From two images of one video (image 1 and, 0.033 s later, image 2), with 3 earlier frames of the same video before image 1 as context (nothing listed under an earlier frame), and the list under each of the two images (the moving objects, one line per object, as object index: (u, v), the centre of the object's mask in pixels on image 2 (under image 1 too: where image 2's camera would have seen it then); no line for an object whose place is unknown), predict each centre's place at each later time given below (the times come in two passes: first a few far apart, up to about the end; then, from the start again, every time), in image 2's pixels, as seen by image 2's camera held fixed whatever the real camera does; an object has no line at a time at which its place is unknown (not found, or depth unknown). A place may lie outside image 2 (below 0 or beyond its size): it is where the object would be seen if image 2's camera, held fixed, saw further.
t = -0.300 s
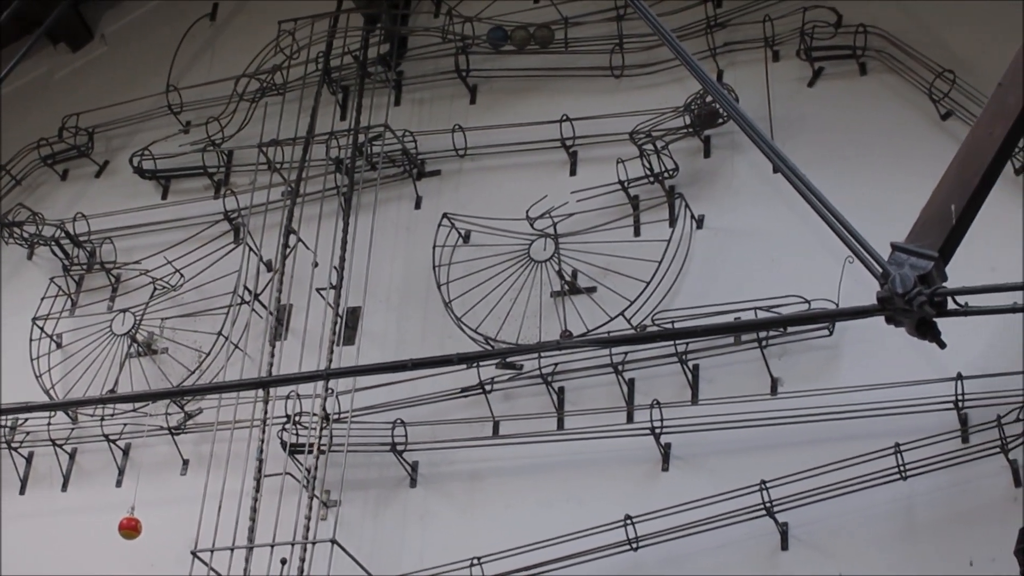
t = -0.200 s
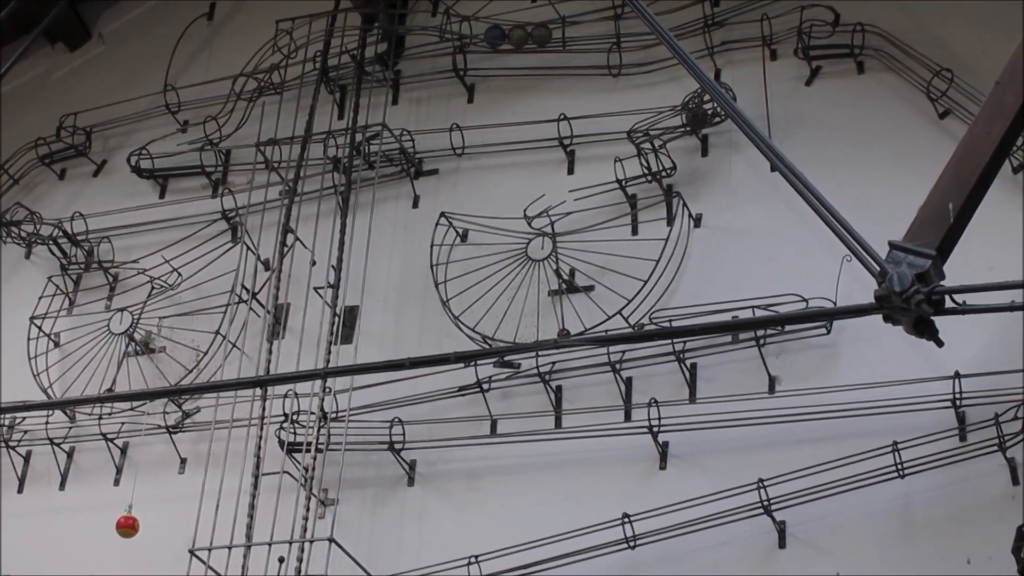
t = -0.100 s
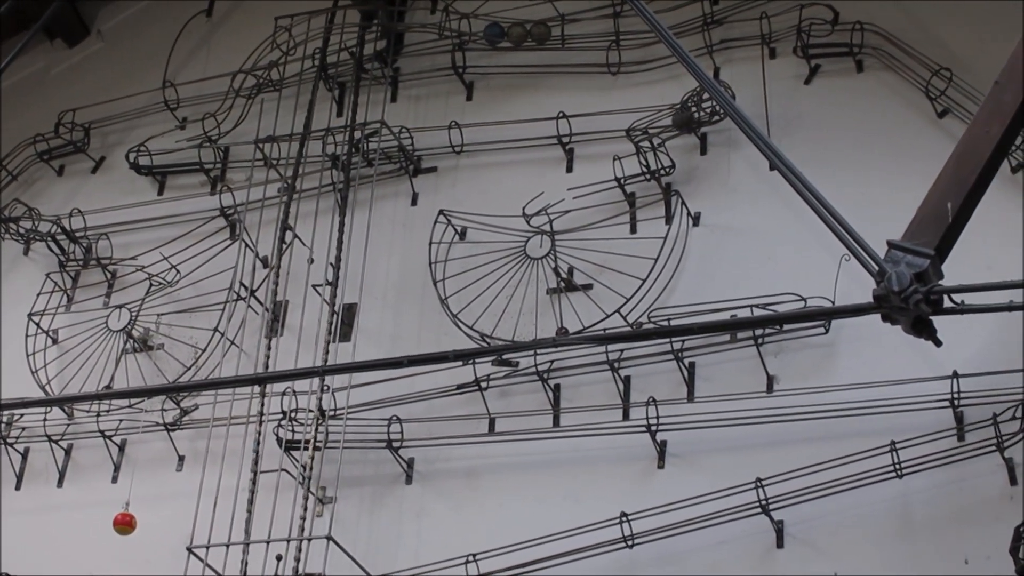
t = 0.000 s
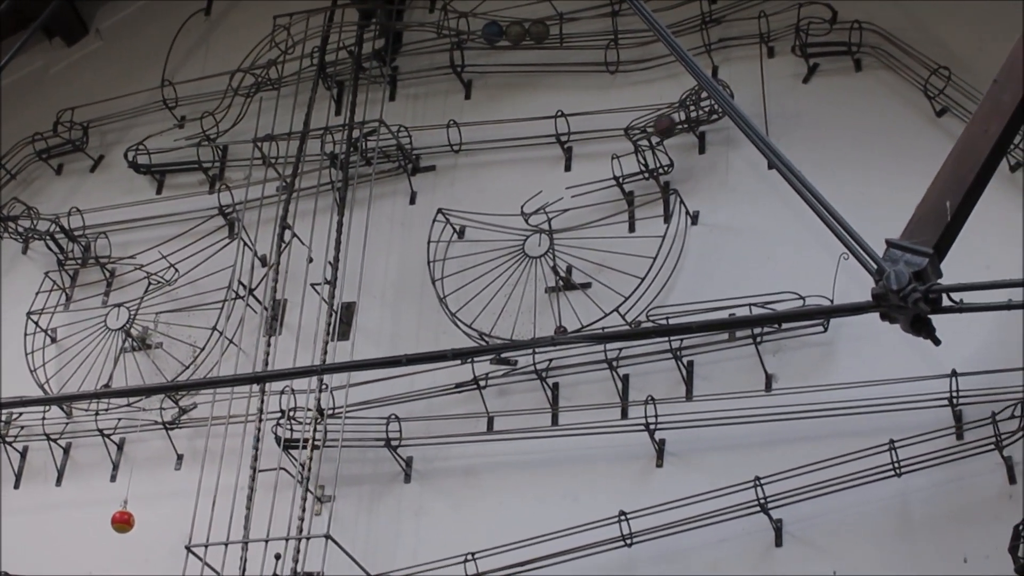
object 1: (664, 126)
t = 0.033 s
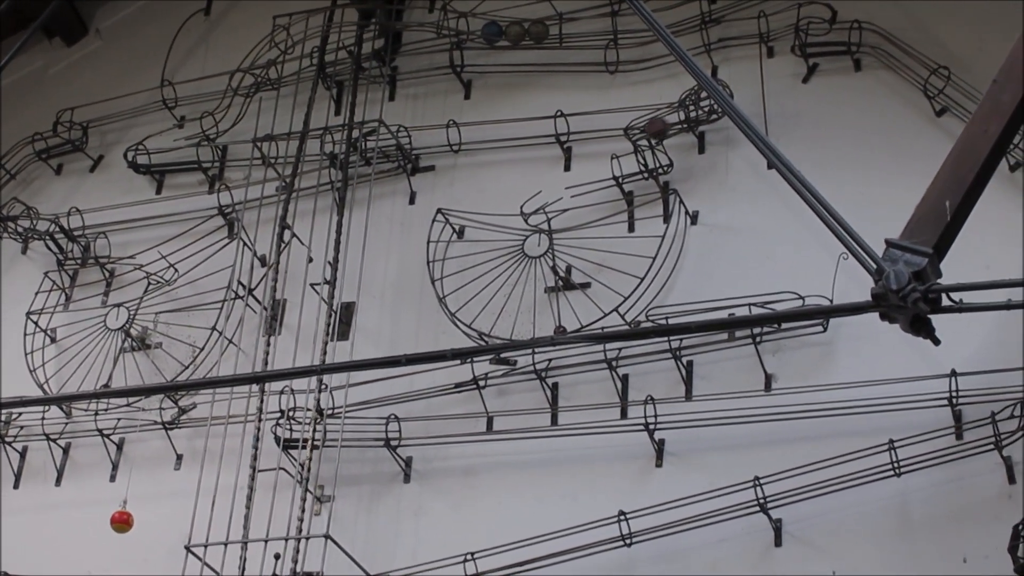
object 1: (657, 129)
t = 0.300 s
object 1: (650, 149)
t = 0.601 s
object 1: (644, 166)
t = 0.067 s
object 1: (651, 132)
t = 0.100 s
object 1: (643, 137)
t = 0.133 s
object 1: (645, 137)
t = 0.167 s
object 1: (646, 138)
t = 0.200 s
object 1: (646, 142)
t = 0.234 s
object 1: (647, 143)
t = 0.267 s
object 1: (647, 146)
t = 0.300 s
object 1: (650, 149)
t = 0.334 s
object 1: (651, 152)
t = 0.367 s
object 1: (653, 156)
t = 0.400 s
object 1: (655, 161)
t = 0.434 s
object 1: (656, 163)
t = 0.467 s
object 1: (655, 164)
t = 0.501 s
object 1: (654, 164)
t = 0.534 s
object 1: (650, 164)
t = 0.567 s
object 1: (647, 166)
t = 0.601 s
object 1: (644, 166)
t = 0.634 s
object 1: (641, 166)
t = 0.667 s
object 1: (637, 167)
